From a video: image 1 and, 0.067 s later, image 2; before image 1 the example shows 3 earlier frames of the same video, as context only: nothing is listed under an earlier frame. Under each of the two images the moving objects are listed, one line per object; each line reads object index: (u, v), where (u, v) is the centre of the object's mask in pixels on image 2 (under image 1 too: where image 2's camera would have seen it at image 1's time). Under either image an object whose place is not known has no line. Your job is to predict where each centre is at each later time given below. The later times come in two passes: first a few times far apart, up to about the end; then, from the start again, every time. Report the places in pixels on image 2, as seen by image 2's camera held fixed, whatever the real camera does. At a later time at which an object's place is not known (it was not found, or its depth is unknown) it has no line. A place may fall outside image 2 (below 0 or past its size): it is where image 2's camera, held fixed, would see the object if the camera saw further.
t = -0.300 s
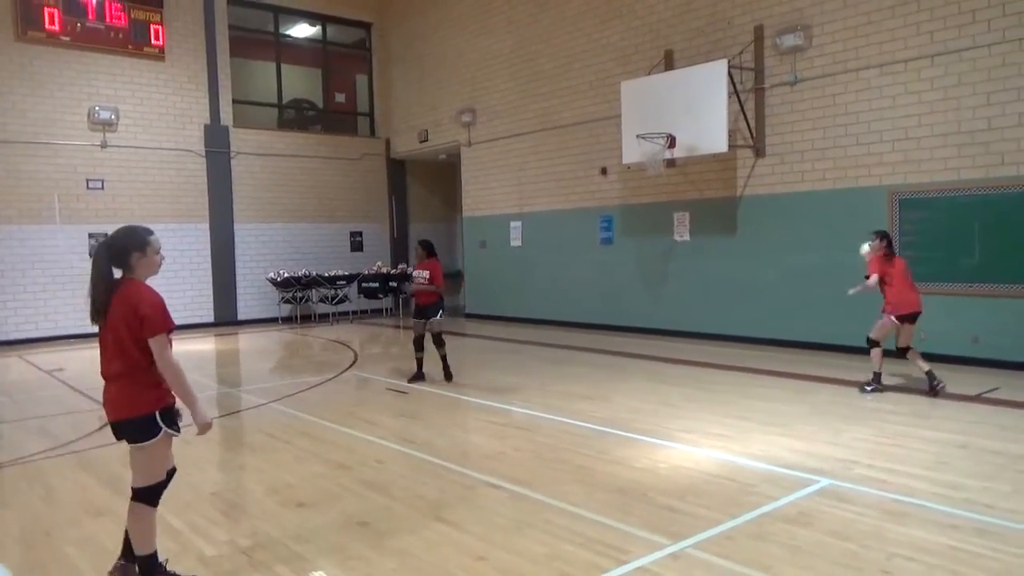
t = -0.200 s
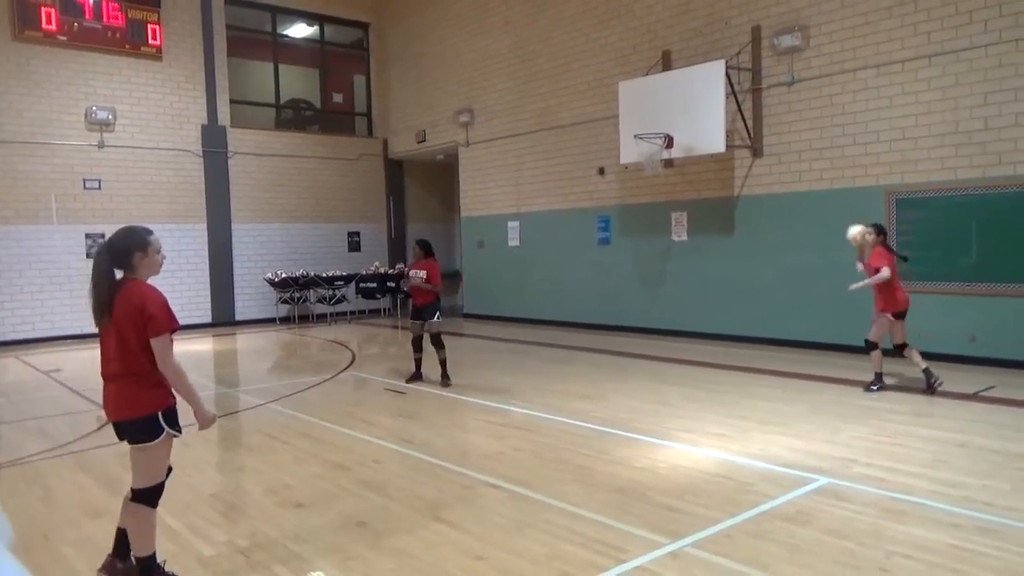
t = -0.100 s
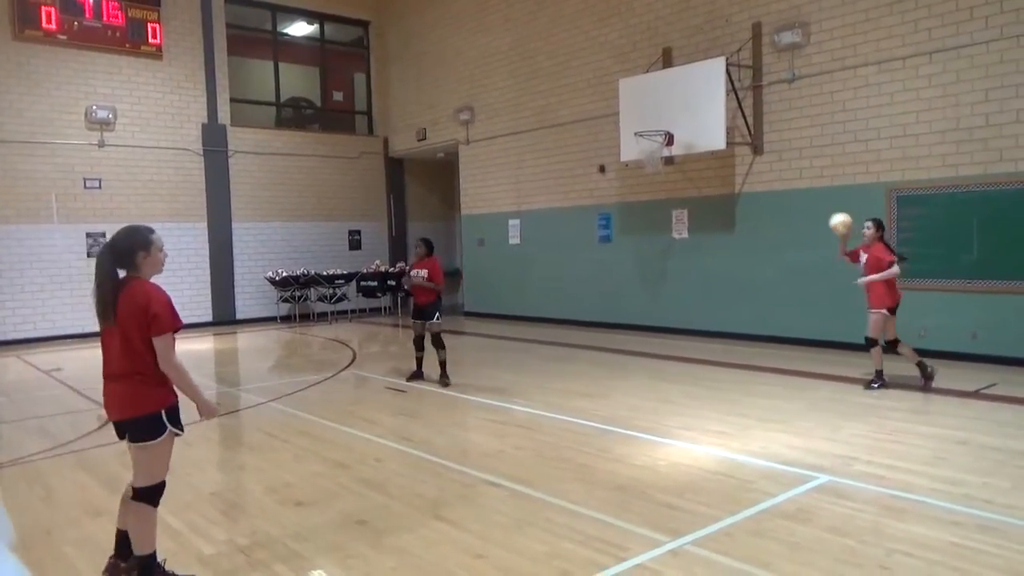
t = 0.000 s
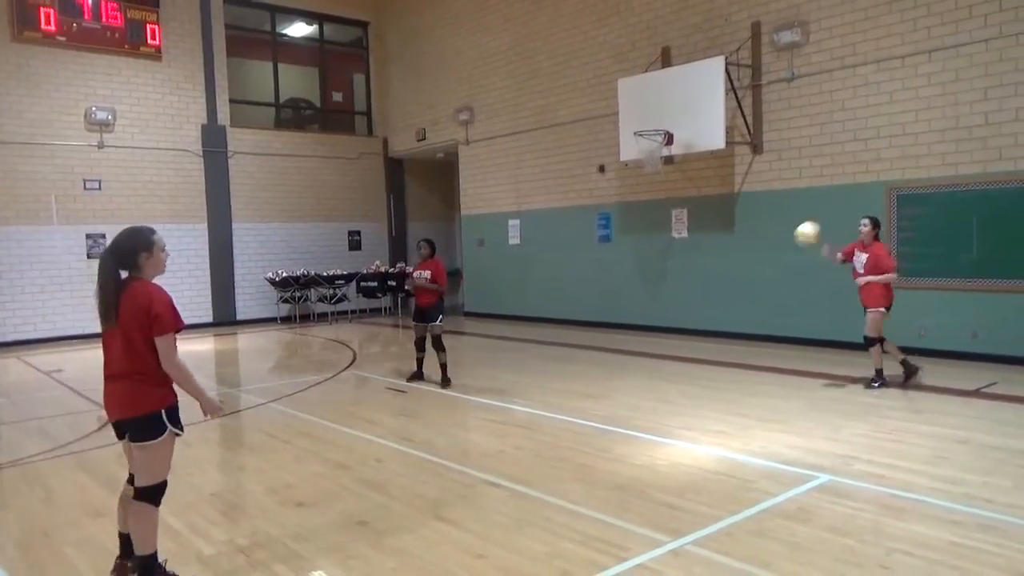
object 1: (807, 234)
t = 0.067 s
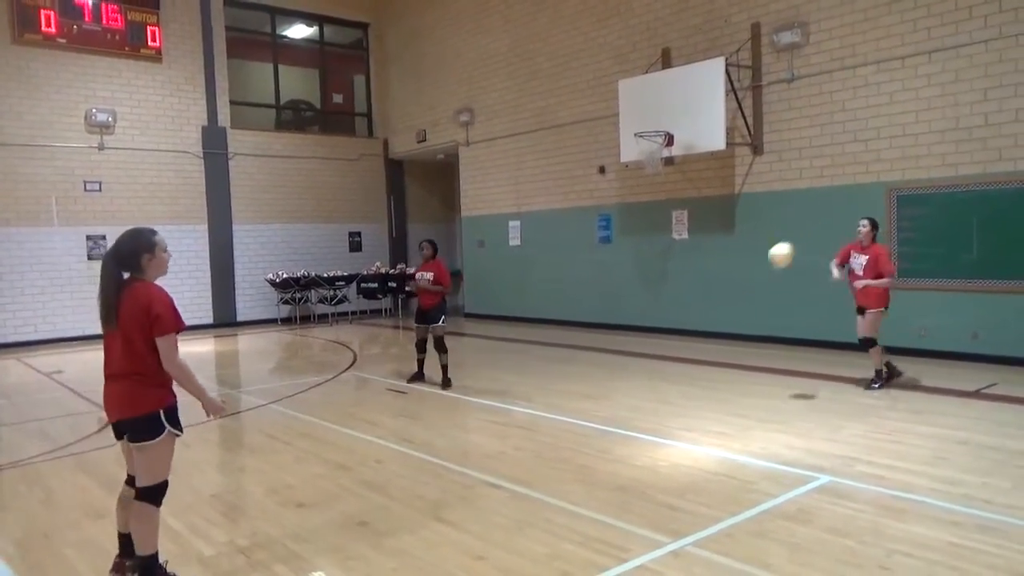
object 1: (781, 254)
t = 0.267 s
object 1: (687, 359)
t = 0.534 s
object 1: (568, 362)
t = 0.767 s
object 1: (468, 320)
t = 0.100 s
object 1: (767, 267)
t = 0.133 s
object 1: (752, 282)
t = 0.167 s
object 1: (737, 298)
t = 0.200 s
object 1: (721, 317)
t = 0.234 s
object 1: (704, 337)
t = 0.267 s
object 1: (687, 359)
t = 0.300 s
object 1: (669, 382)
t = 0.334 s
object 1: (650, 407)
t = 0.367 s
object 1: (631, 439)
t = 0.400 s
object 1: (619, 420)
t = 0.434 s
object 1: (605, 403)
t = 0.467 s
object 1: (594, 389)
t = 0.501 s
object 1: (582, 374)
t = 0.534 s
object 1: (568, 362)
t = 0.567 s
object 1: (555, 350)
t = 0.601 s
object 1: (542, 344)
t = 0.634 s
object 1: (528, 336)
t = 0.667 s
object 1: (513, 330)
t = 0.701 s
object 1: (498, 326)
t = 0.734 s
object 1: (483, 322)
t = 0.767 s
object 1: (468, 320)
